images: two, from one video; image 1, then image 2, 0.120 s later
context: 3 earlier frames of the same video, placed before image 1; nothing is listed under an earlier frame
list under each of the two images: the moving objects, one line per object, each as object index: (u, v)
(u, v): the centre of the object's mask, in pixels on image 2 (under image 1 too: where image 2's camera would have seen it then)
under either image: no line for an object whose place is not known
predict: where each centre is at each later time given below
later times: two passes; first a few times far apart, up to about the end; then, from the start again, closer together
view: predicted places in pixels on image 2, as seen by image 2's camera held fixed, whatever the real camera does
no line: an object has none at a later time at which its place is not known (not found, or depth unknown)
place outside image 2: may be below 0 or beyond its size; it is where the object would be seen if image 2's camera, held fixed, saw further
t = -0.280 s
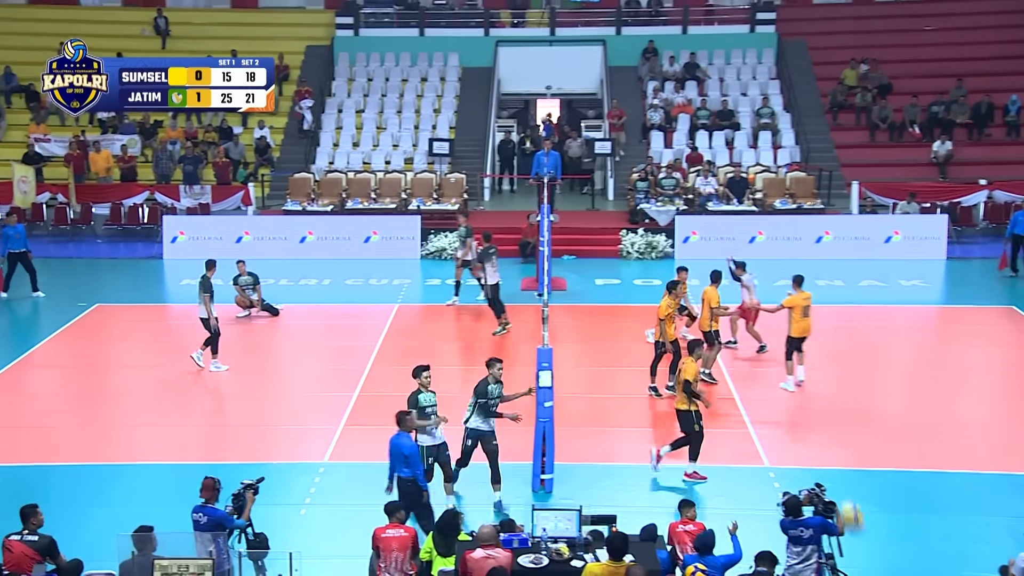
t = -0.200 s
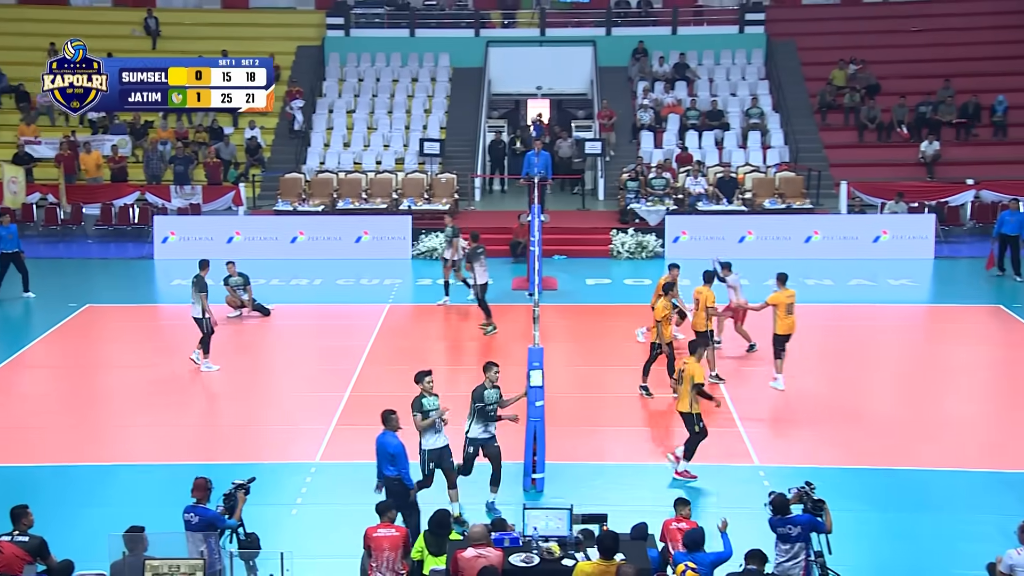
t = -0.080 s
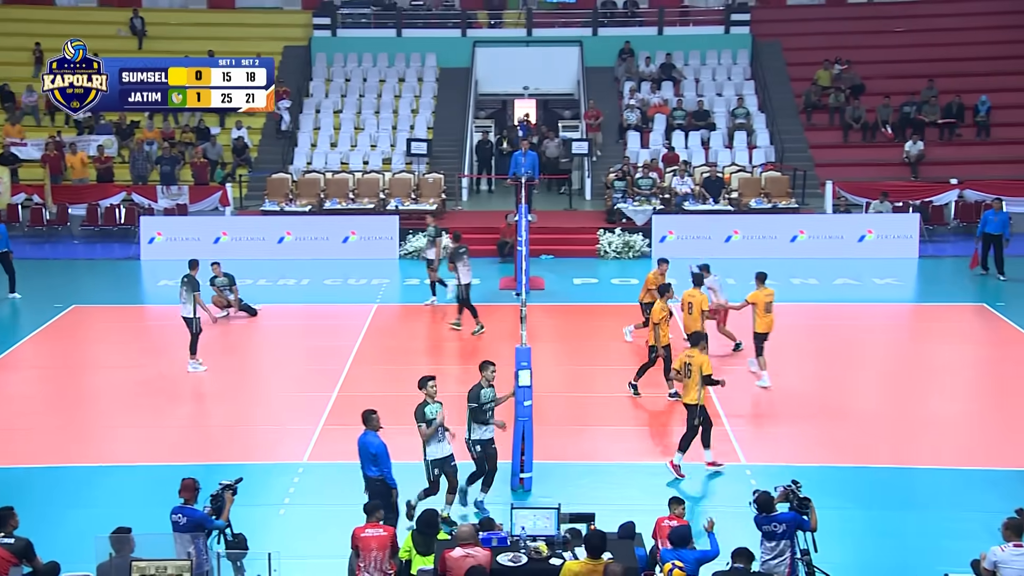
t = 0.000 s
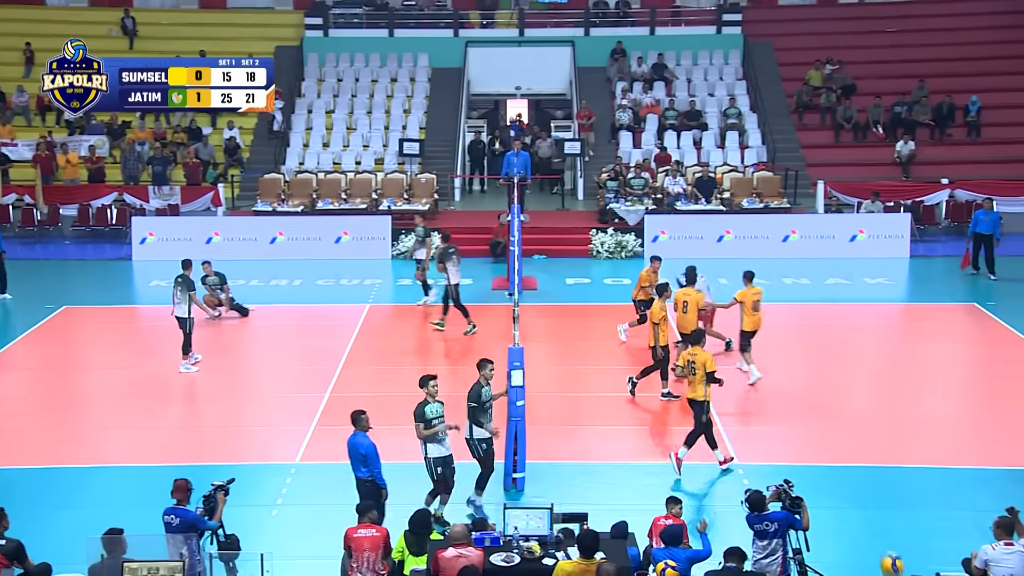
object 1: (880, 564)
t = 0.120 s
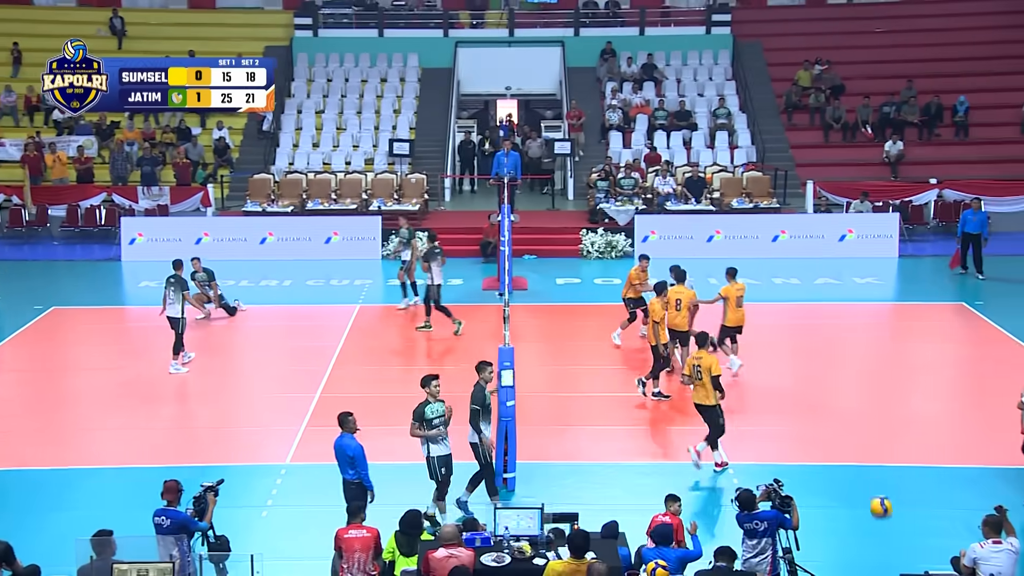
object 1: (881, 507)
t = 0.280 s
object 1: (880, 455)
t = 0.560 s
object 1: (879, 424)
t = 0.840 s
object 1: (875, 459)
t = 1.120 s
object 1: (873, 510)
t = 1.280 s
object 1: (885, 471)
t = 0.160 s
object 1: (880, 491)
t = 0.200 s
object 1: (880, 477)
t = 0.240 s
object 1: (881, 465)
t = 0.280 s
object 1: (880, 455)
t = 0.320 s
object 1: (881, 446)
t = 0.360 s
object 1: (881, 439)
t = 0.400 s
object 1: (881, 433)
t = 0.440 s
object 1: (880, 429)
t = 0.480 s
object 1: (880, 426)
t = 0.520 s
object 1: (880, 424)
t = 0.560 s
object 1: (879, 424)
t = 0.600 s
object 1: (879, 426)
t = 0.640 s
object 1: (878, 427)
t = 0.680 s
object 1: (878, 432)
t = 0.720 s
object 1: (877, 437)
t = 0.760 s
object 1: (876, 443)
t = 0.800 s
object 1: (876, 450)
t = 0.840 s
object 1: (875, 459)
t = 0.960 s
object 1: (872, 491)
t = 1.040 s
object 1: (871, 517)
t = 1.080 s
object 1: (871, 524)
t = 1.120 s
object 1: (873, 510)
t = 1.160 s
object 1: (877, 498)
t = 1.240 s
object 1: (883, 478)
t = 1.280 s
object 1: (885, 471)
